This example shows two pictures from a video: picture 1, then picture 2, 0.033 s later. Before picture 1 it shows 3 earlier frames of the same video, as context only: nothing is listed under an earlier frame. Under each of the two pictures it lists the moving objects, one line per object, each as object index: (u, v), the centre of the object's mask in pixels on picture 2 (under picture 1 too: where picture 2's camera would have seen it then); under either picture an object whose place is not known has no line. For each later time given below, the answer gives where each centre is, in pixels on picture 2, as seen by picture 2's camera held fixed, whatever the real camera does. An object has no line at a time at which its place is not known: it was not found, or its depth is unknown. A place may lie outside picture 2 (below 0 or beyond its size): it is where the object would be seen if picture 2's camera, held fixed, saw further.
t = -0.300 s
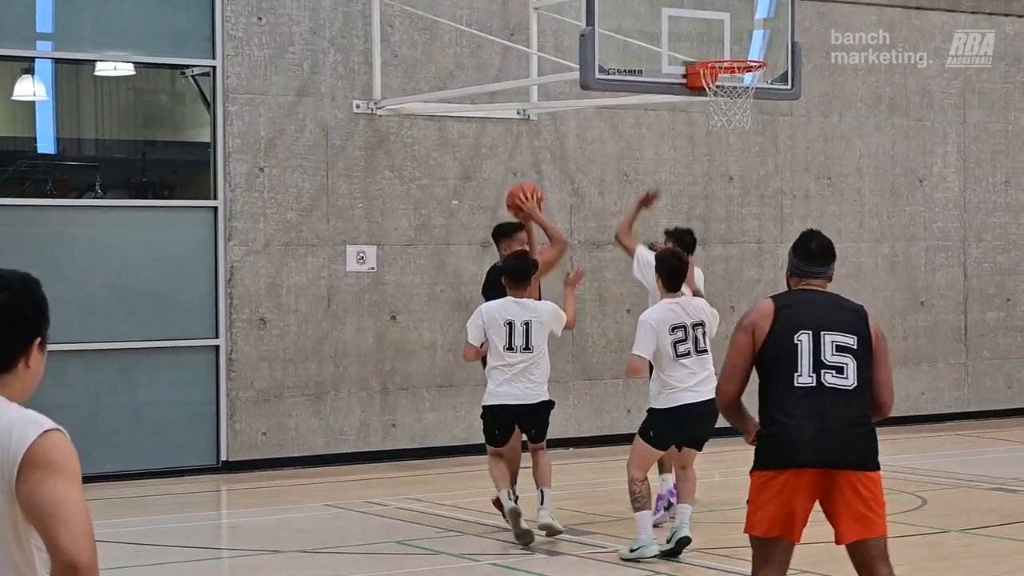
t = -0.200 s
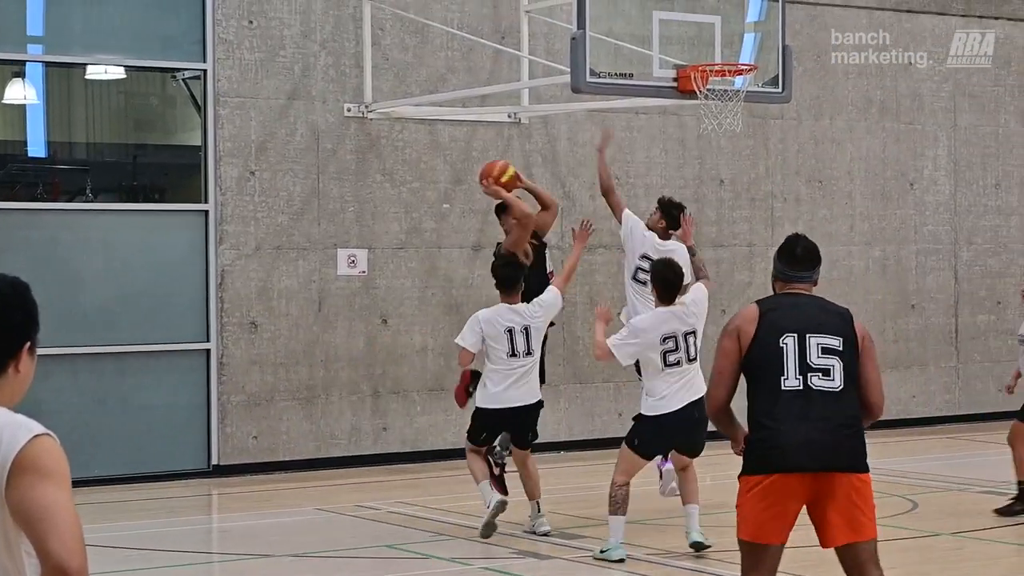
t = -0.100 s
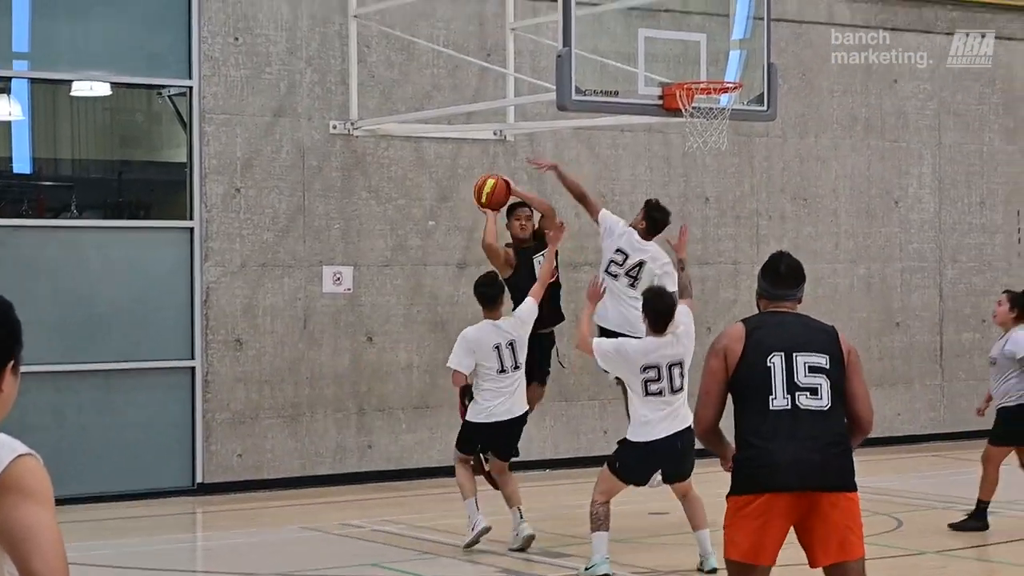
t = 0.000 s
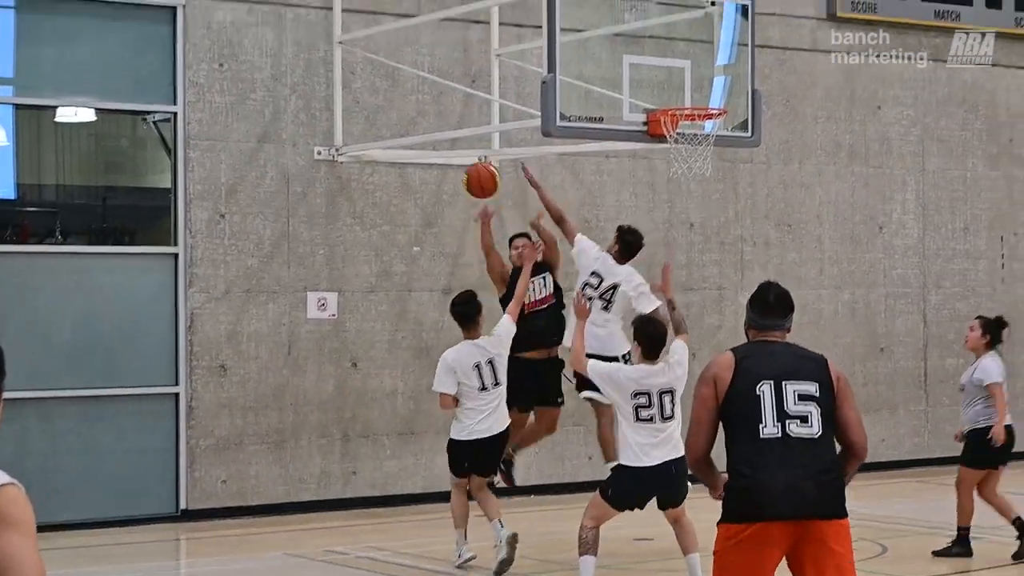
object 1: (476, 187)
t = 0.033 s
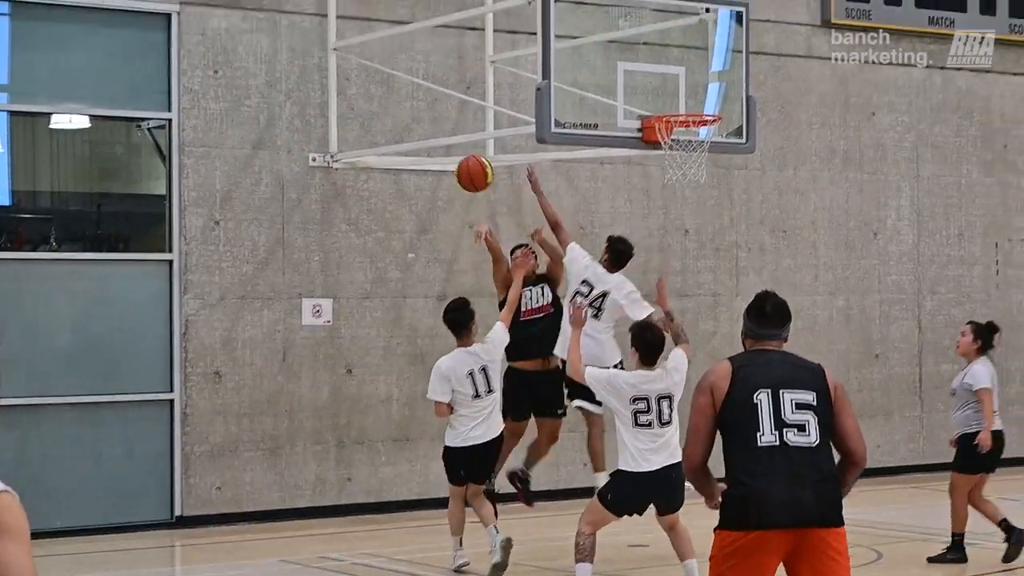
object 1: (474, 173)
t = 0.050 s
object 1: (474, 167)
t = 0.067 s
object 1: (472, 161)
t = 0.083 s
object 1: (471, 157)
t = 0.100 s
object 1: (470, 151)
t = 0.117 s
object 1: (469, 147)
